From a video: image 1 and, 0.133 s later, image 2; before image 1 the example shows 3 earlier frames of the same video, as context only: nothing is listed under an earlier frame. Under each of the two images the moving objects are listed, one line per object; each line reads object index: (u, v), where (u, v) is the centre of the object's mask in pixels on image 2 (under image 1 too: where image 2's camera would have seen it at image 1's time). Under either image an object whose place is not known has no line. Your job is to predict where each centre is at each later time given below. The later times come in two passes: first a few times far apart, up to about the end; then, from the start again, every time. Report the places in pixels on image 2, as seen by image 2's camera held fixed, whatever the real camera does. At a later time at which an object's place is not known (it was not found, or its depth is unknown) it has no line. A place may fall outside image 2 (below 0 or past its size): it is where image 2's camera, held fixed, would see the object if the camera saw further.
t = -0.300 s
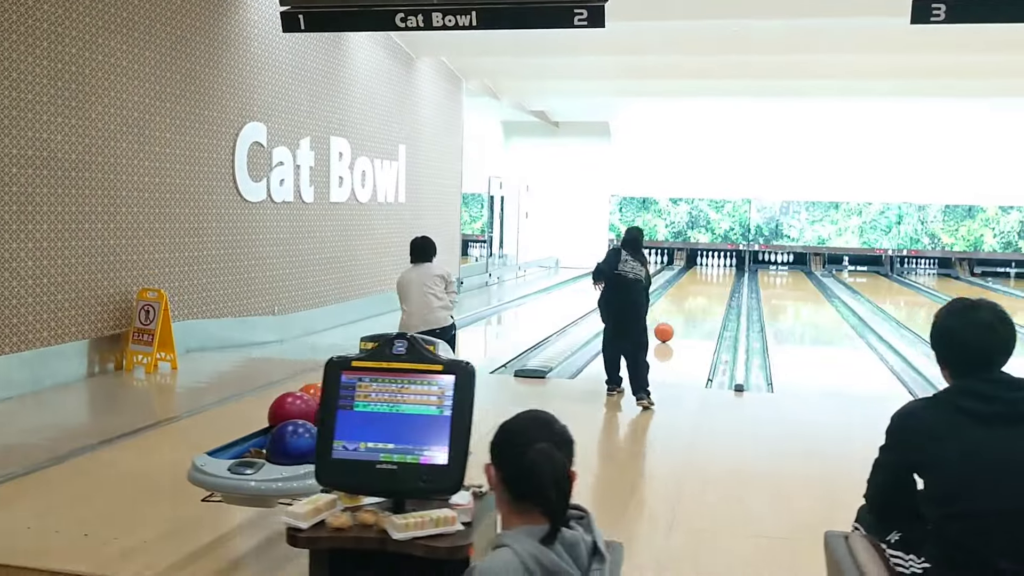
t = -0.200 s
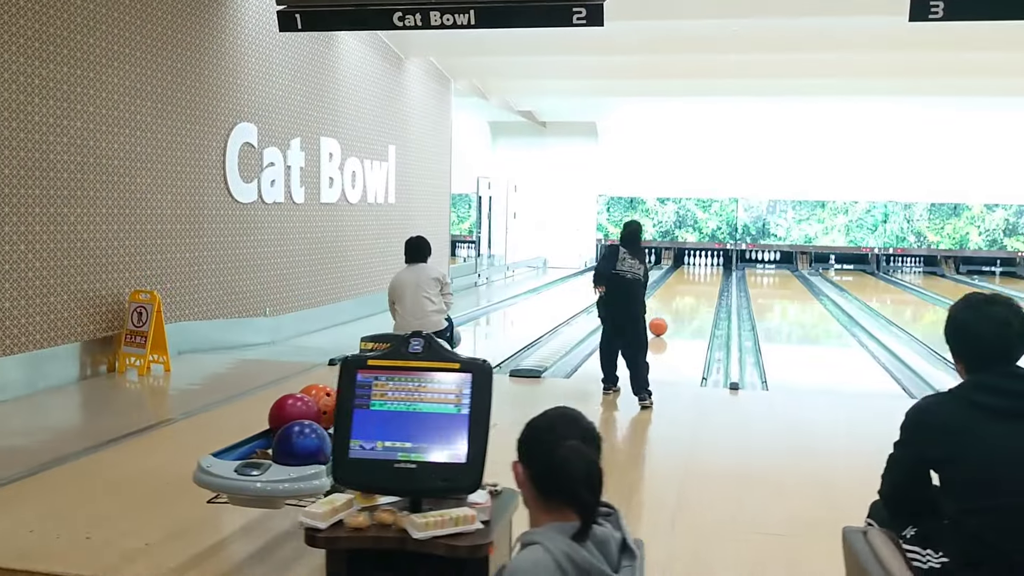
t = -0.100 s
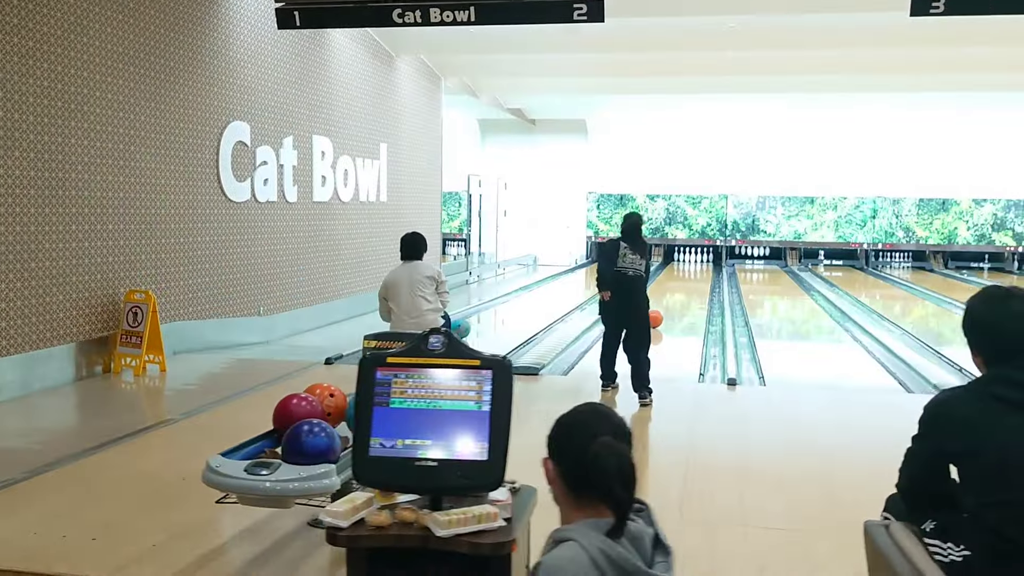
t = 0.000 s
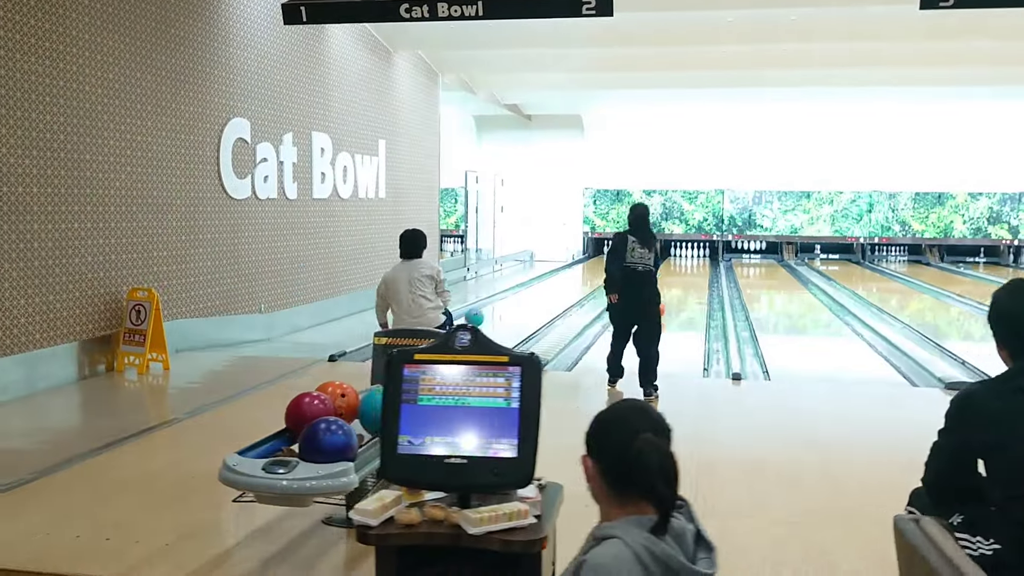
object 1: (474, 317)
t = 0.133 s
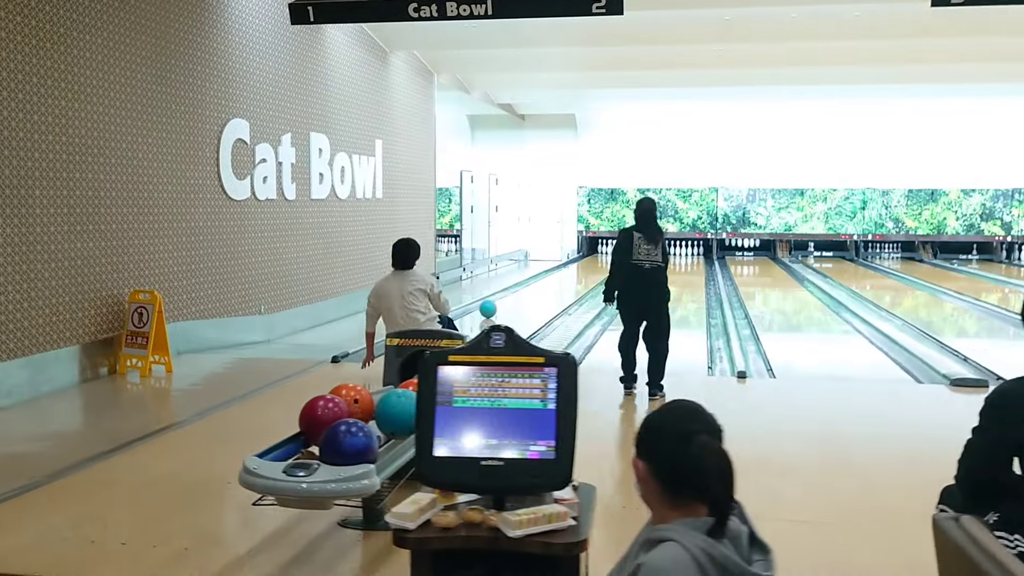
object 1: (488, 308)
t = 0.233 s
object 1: (497, 303)
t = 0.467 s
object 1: (515, 294)
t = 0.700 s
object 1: (528, 286)
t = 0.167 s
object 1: (491, 307)
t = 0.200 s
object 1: (494, 305)
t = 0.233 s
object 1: (497, 303)
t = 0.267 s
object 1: (500, 302)
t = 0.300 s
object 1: (503, 300)
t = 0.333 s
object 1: (505, 299)
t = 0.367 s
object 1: (508, 297)
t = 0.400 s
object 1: (510, 296)
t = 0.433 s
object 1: (513, 294)
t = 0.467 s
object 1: (515, 294)
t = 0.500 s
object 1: (516, 292)
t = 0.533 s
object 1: (519, 291)
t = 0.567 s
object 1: (521, 290)
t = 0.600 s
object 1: (523, 288)
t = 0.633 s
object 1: (525, 287)
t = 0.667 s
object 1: (526, 286)
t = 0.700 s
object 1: (528, 286)
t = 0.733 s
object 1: (530, 284)
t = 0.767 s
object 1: (531, 284)
